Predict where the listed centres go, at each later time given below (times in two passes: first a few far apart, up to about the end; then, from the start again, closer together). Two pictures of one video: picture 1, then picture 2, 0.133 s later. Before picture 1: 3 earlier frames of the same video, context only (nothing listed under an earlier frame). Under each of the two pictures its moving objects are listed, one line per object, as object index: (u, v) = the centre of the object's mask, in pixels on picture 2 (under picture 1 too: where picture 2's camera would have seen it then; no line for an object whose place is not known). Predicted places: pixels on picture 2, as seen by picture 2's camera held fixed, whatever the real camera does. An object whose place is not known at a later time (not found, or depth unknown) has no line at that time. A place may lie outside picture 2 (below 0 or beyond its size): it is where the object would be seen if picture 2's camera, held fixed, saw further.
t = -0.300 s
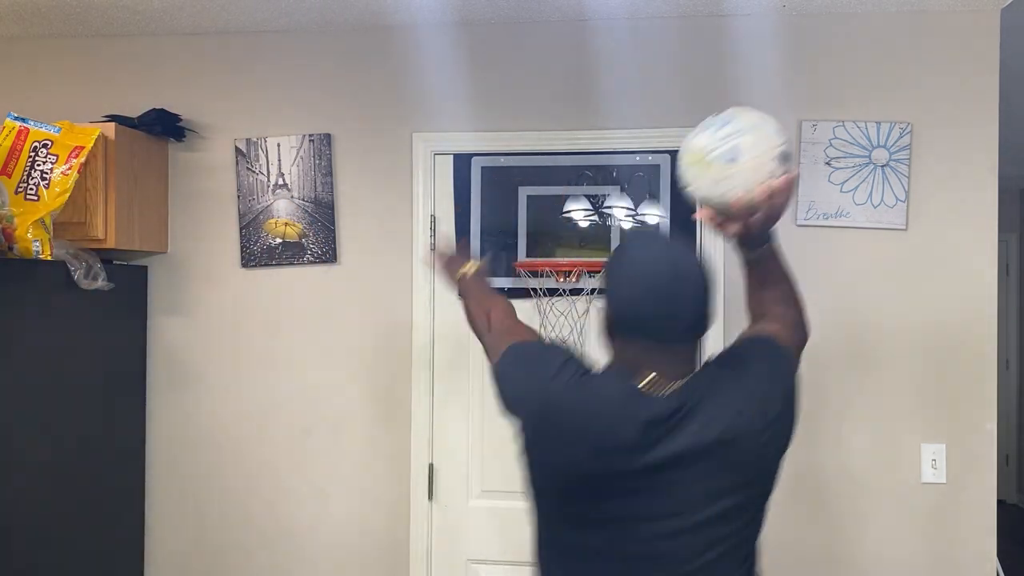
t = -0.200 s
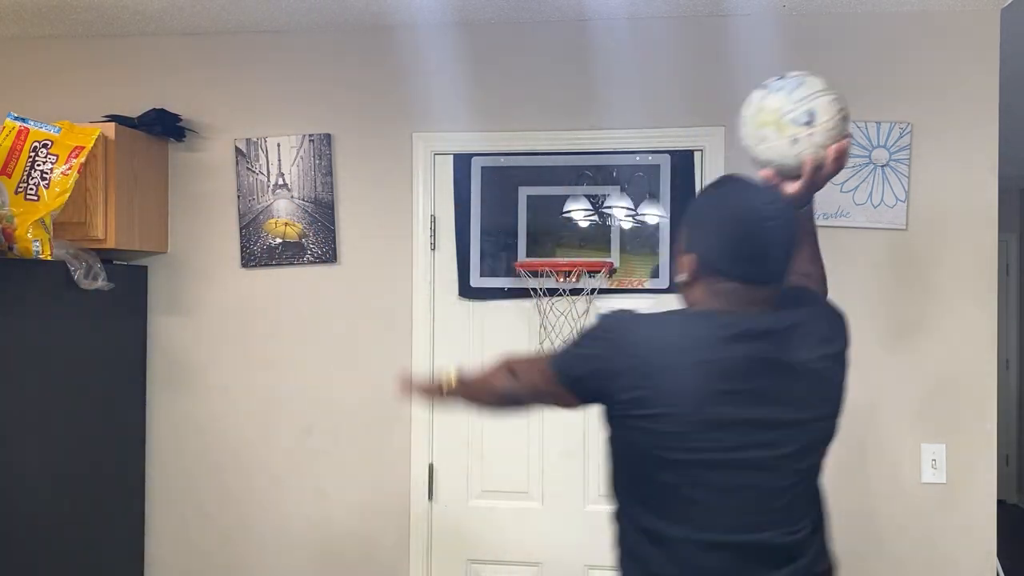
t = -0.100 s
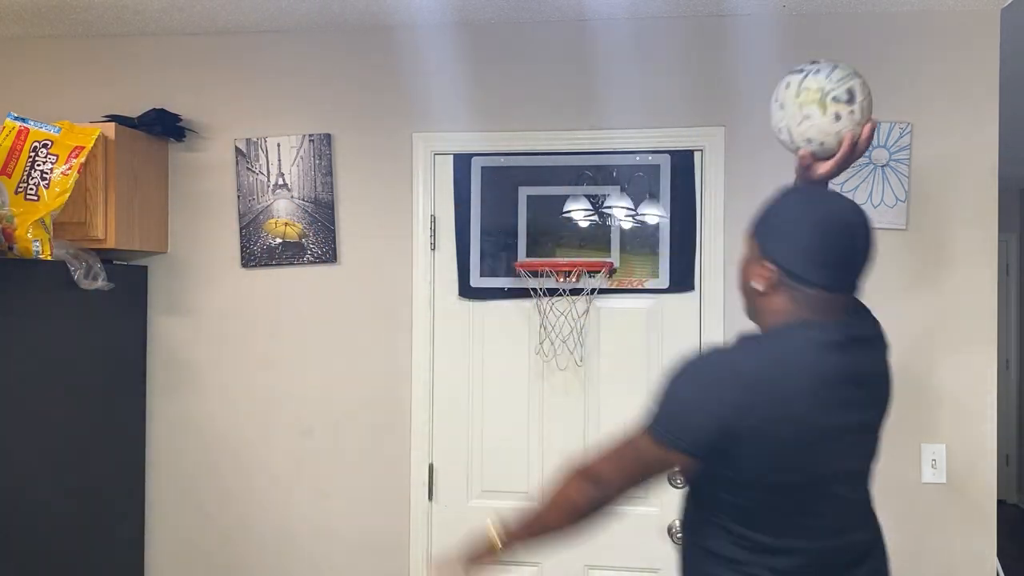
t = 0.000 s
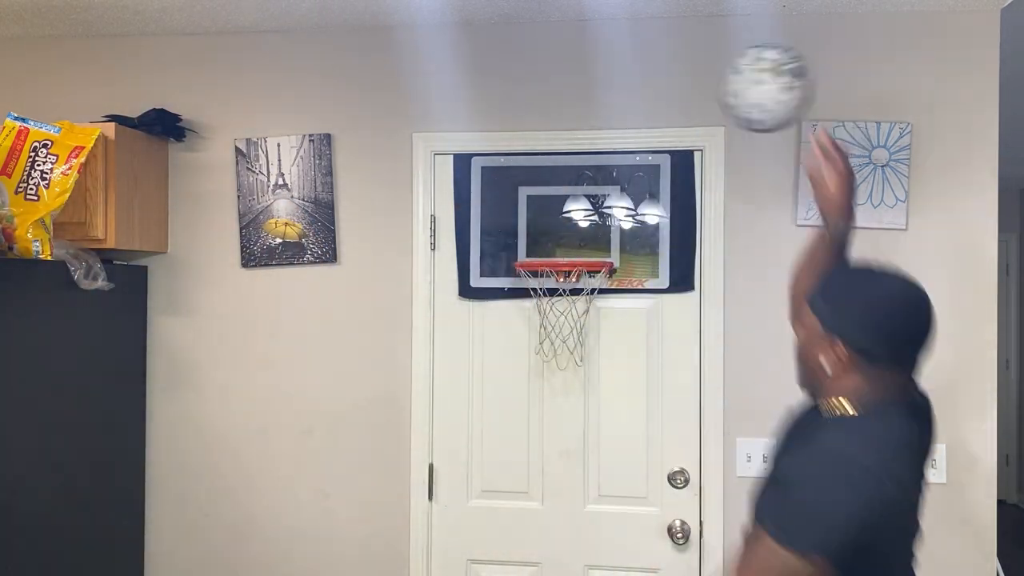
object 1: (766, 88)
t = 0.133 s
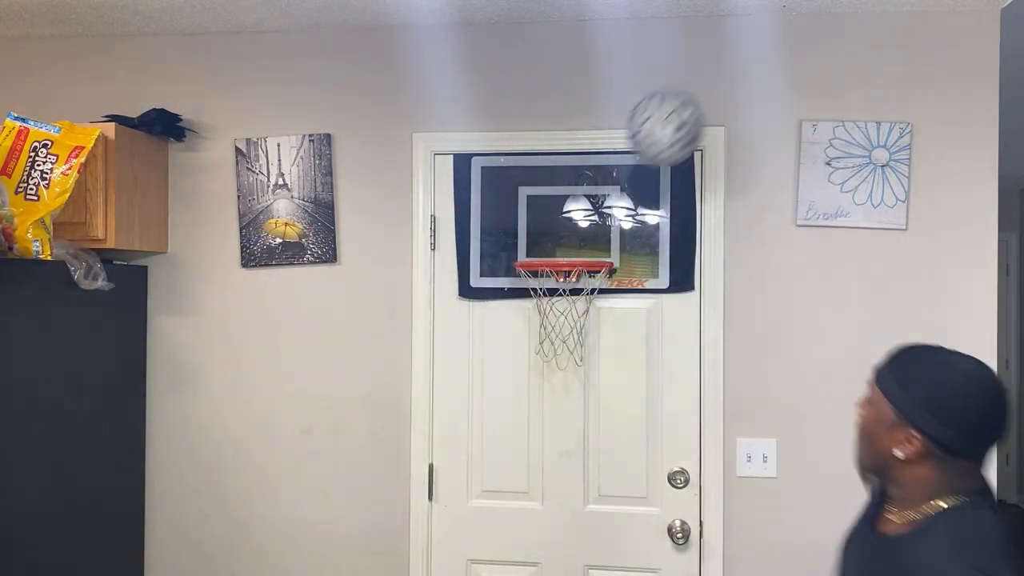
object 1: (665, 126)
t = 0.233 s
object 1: (609, 193)
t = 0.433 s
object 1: (528, 196)
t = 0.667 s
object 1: (442, 269)
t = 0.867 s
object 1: (371, 470)
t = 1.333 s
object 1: (243, 516)
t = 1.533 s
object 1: (194, 439)
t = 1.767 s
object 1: (152, 501)
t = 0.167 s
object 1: (644, 147)
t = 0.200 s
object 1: (624, 170)
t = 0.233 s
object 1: (609, 193)
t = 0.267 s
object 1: (588, 221)
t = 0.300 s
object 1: (576, 235)
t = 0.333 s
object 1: (565, 221)
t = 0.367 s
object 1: (553, 211)
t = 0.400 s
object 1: (540, 202)
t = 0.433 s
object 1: (528, 196)
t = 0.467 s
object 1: (516, 196)
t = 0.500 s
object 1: (503, 199)
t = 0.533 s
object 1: (490, 205)
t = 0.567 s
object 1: (479, 216)
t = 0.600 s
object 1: (466, 230)
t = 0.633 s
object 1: (454, 248)
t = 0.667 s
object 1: (442, 269)
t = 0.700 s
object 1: (429, 293)
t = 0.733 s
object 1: (418, 322)
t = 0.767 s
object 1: (405, 353)
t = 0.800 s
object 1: (394, 389)
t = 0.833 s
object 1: (383, 427)
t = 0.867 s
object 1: (371, 470)
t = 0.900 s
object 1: (360, 516)
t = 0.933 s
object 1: (348, 554)
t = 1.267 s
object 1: (259, 560)
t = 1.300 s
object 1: (251, 543)
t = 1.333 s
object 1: (243, 516)
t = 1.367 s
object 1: (235, 494)
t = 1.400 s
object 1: (227, 476)
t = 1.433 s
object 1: (219, 461)
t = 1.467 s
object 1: (211, 450)
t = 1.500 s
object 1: (202, 443)
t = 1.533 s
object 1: (194, 439)
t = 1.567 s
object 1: (186, 439)
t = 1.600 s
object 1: (177, 442)
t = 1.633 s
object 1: (168, 450)
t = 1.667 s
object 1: (160, 462)
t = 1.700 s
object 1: (151, 474)
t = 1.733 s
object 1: (145, 490)
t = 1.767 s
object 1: (152, 501)
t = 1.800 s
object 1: (157, 515)
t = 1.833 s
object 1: (163, 533)
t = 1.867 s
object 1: (168, 553)
